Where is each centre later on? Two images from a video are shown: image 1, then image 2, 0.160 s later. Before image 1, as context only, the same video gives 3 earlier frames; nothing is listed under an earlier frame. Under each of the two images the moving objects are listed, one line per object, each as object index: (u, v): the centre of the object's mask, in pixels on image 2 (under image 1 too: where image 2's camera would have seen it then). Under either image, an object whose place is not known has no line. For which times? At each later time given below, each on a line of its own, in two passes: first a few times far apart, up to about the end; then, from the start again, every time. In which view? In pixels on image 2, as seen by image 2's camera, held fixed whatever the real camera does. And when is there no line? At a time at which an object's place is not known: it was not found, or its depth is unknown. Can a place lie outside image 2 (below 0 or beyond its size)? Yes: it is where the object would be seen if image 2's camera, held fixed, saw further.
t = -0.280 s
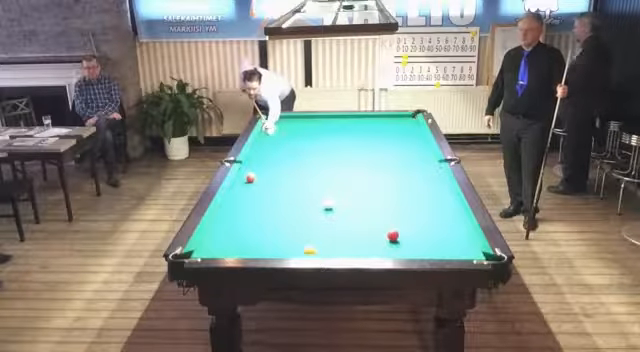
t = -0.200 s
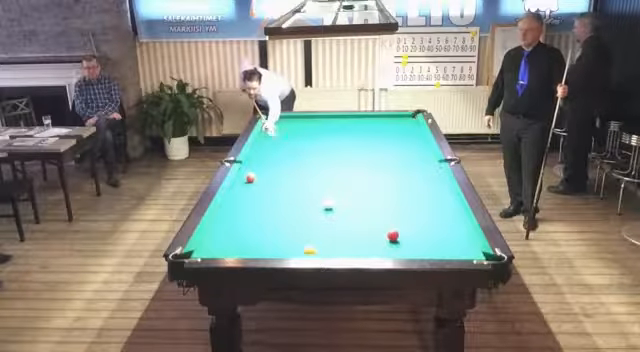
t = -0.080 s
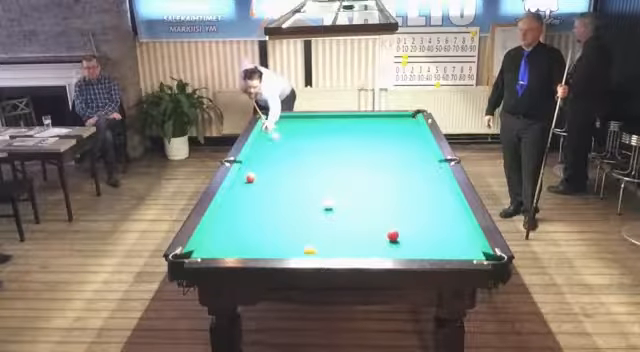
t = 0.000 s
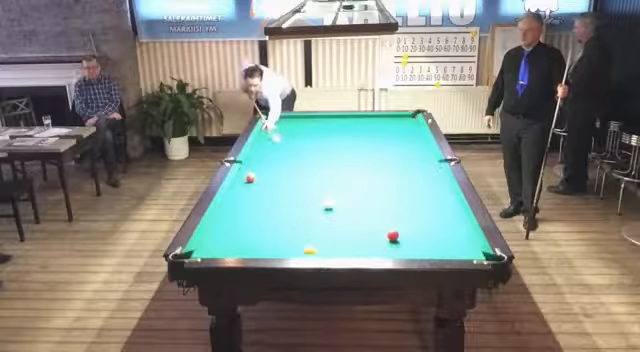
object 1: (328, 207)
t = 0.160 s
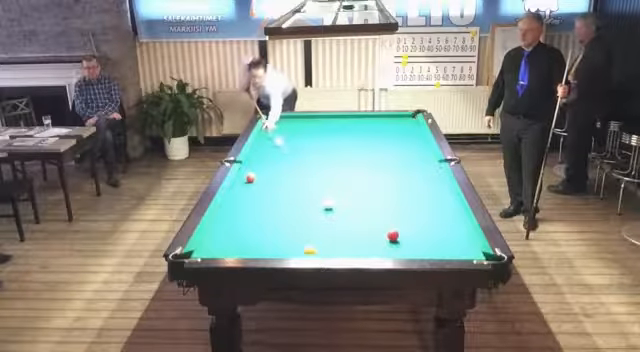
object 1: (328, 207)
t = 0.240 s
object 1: (328, 206)
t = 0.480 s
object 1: (328, 206)
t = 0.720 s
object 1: (328, 207)
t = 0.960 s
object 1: (328, 207)
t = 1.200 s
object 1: (328, 207)
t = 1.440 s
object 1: (328, 207)
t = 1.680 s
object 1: (328, 207)
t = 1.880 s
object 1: (328, 207)
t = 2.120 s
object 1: (328, 207)
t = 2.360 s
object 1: (332, 210)
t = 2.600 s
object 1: (338, 214)
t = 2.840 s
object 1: (343, 217)
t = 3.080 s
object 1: (350, 223)
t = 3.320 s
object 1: (355, 230)
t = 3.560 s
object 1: (360, 231)
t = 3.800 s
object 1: (365, 234)
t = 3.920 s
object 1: (367, 237)
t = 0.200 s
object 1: (328, 207)
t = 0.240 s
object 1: (328, 206)
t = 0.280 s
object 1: (328, 206)
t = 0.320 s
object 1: (328, 206)
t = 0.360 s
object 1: (328, 206)
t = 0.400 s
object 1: (328, 206)
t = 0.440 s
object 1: (328, 207)
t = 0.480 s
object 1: (328, 206)
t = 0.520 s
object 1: (328, 206)
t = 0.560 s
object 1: (328, 206)
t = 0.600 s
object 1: (328, 206)
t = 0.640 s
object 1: (328, 207)
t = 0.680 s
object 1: (328, 206)
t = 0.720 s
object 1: (328, 207)
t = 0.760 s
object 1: (328, 206)
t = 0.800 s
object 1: (328, 206)
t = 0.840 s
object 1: (328, 207)
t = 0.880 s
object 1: (328, 207)
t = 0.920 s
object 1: (328, 207)
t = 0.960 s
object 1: (328, 207)
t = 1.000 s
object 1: (328, 207)
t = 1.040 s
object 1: (328, 207)
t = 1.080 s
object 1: (328, 207)
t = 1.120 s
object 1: (328, 207)
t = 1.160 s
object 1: (328, 207)
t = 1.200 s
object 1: (328, 207)
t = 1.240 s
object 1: (328, 207)
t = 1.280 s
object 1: (328, 207)
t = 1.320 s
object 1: (328, 207)
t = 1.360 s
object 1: (328, 207)
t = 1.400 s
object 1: (328, 207)
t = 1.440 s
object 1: (328, 207)
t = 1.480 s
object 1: (328, 207)
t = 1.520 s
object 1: (328, 207)
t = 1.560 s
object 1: (328, 207)
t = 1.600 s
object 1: (328, 207)
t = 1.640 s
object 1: (328, 207)
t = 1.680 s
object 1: (328, 207)
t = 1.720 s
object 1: (328, 207)
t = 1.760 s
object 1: (328, 207)
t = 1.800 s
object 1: (328, 207)
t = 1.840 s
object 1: (328, 207)
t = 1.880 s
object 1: (328, 207)
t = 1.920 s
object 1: (328, 207)
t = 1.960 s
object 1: (328, 207)
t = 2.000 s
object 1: (328, 207)
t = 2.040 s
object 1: (328, 207)
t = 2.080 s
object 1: (328, 207)
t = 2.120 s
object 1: (328, 207)
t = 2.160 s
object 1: (329, 207)
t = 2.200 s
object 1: (329, 207)
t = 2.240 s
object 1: (329, 208)
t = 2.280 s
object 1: (330, 208)
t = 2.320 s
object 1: (332, 209)
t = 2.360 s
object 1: (332, 210)
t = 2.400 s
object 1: (332, 210)
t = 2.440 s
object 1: (334, 211)
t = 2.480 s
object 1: (335, 212)
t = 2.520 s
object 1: (336, 213)
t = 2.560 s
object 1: (337, 213)
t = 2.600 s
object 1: (338, 214)
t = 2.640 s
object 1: (339, 215)
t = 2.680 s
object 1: (340, 215)
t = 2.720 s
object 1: (341, 216)
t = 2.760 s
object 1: (342, 216)
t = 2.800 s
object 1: (343, 217)
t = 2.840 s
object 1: (343, 217)
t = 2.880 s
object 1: (344, 218)
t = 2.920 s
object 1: (345, 218)
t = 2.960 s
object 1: (346, 219)
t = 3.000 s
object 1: (348, 221)
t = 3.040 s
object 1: (349, 221)
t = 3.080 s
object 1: (350, 223)
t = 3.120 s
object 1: (350, 224)
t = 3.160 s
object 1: (352, 225)
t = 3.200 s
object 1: (352, 226)
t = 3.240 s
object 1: (353, 228)
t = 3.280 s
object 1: (354, 229)
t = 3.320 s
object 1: (355, 230)
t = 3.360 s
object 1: (356, 231)
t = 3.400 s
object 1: (357, 231)
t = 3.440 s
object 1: (357, 228)
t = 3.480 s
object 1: (358, 230)
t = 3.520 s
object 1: (359, 230)
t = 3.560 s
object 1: (360, 231)
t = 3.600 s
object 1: (362, 232)
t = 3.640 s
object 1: (362, 232)
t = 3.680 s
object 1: (362, 233)
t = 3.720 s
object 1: (363, 233)
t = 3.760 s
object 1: (364, 233)
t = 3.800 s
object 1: (365, 234)
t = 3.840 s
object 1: (366, 235)
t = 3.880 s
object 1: (366, 236)
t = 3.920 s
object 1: (367, 237)
